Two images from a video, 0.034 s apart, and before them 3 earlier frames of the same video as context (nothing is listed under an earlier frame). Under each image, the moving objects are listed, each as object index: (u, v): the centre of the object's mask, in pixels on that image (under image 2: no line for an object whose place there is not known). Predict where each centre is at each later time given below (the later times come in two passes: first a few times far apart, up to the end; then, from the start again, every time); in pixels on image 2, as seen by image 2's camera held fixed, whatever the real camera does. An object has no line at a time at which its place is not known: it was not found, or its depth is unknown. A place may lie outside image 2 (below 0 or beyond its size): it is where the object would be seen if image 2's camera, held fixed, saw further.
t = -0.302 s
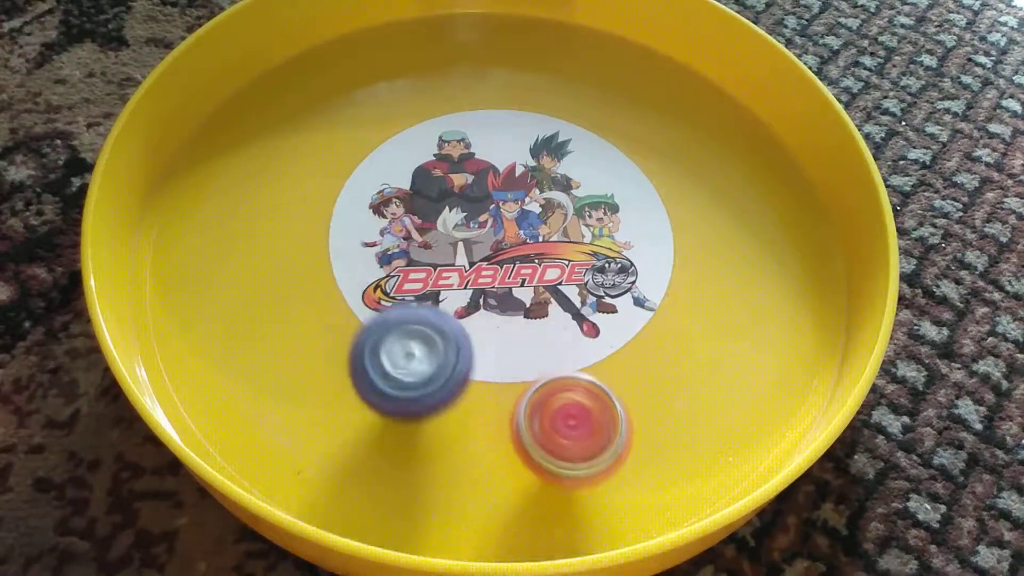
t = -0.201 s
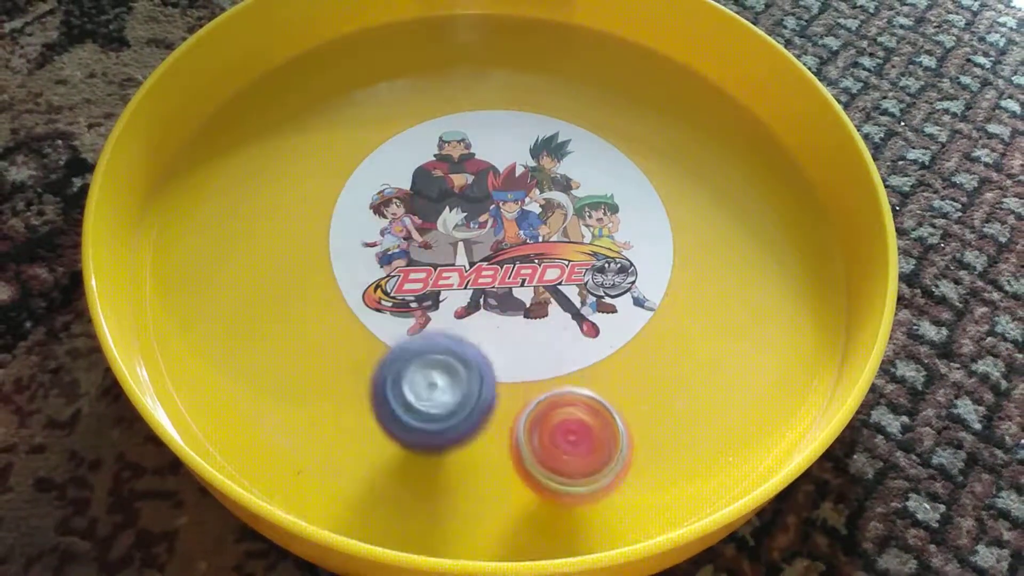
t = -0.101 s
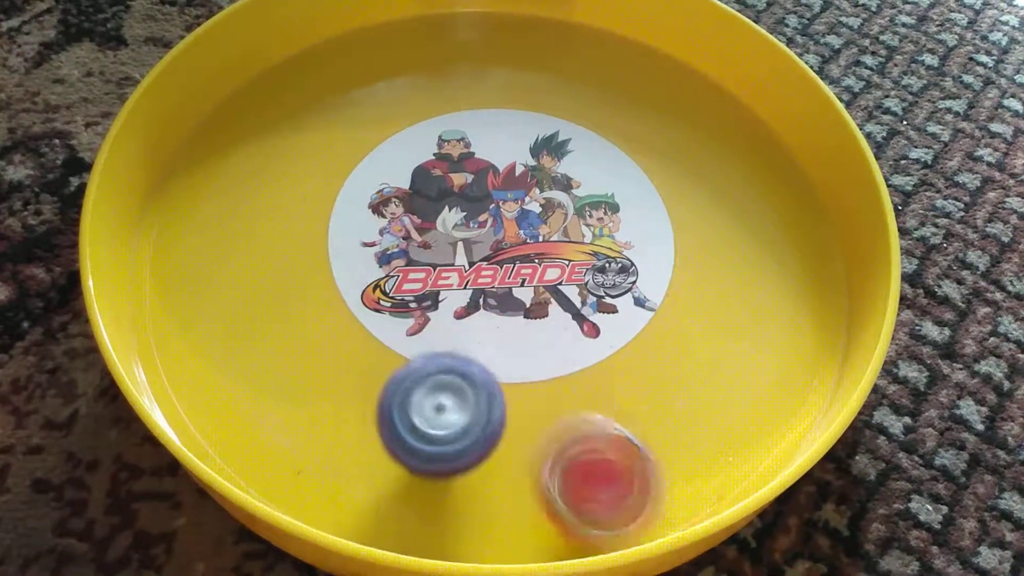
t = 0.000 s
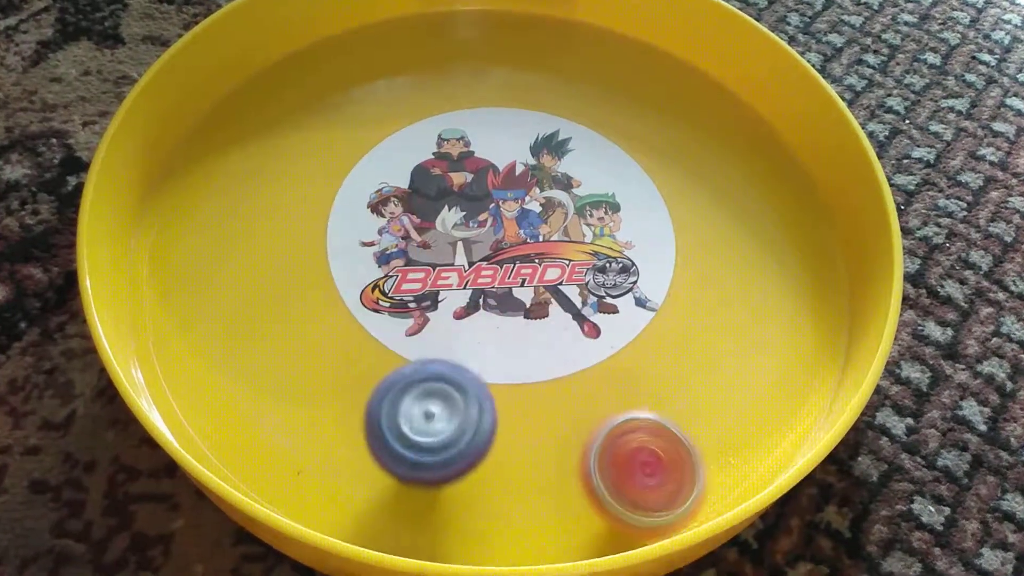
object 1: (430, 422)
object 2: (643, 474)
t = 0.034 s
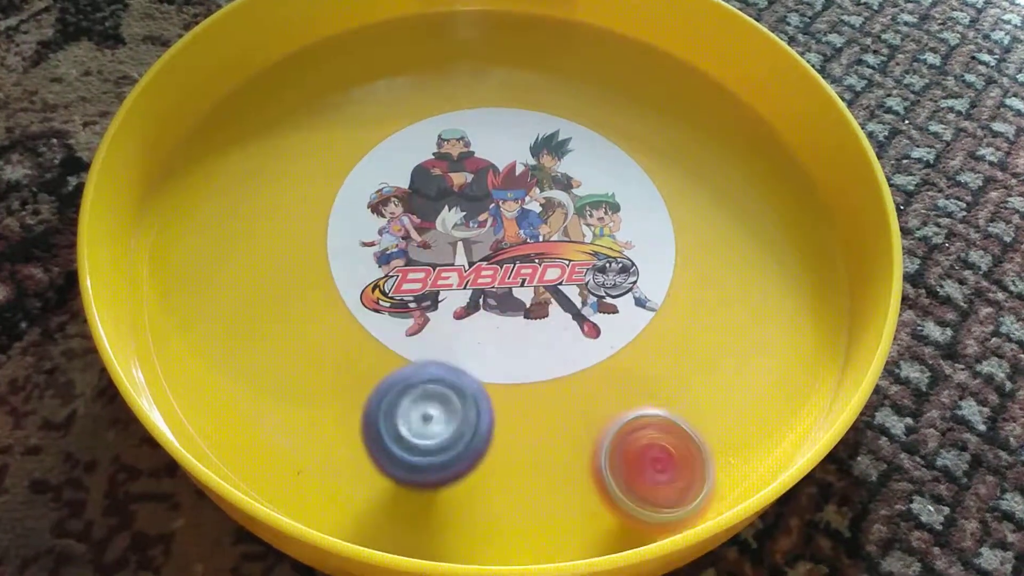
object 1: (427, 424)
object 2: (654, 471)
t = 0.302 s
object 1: (400, 451)
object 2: (724, 431)
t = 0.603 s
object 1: (391, 447)
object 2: (773, 381)
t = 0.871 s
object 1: (444, 323)
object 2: (797, 340)
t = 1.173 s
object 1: (468, 213)
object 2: (808, 305)
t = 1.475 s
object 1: (457, 131)
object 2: (805, 279)
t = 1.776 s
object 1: (423, 87)
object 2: (793, 261)
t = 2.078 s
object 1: (391, 71)
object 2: (786, 253)
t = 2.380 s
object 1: (364, 70)
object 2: (784, 265)
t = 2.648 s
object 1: (339, 77)
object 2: (787, 285)
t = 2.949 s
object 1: (302, 97)
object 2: (787, 315)
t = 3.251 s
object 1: (264, 138)
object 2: (785, 348)
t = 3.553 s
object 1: (229, 206)
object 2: (772, 379)
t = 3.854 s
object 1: (232, 305)
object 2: (743, 400)
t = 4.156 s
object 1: (285, 416)
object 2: (704, 410)
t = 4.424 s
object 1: (404, 452)
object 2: (666, 409)
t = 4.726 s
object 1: (536, 436)
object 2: (658, 390)
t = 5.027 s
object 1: (616, 436)
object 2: (715, 379)
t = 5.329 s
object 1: (491, 491)
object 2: (806, 287)
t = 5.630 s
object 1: (340, 459)
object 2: (814, 237)
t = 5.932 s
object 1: (277, 357)
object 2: (807, 203)
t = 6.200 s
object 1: (252, 276)
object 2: (797, 185)
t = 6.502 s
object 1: (241, 206)
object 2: (795, 172)
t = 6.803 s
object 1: (239, 151)
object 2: (782, 162)
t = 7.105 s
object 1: (228, 119)
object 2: (780, 158)
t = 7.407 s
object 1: (227, 107)
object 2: (782, 160)
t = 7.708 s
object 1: (290, 140)
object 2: (785, 168)
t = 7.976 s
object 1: (340, 190)
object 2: (784, 181)
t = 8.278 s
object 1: (391, 270)
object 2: (781, 200)
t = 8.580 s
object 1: (429, 371)
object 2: (773, 224)
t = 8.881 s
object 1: (433, 493)
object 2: (755, 245)
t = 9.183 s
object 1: (473, 445)
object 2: (722, 254)
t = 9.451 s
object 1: (512, 423)
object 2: (687, 253)
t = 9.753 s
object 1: (561, 408)
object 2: (655, 243)
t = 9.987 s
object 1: (601, 405)
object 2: (632, 231)
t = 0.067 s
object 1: (424, 428)
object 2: (665, 469)
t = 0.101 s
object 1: (421, 430)
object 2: (676, 467)
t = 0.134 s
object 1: (417, 433)
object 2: (685, 459)
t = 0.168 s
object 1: (414, 436)
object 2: (691, 451)
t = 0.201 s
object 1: (411, 440)
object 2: (698, 443)
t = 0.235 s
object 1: (407, 443)
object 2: (706, 438)
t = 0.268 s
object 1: (403, 446)
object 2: (714, 434)
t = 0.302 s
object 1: (400, 451)
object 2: (724, 431)
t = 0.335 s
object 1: (396, 456)
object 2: (732, 428)
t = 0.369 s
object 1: (393, 460)
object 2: (740, 425)
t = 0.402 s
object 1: (390, 465)
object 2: (746, 419)
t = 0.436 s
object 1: (386, 470)
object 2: (750, 413)
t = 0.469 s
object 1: (381, 475)
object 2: (756, 407)
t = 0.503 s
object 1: (378, 479)
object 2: (761, 400)
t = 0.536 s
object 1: (375, 482)
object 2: (764, 392)
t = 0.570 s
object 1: (384, 466)
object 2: (769, 386)
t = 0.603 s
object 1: (391, 447)
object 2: (773, 381)
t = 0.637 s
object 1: (399, 429)
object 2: (779, 376)
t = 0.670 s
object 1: (407, 412)
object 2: (783, 371)
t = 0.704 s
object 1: (414, 396)
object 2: (786, 366)
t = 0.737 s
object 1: (421, 380)
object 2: (787, 360)
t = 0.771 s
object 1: (427, 366)
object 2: (789, 354)
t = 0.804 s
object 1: (434, 350)
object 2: (792, 348)
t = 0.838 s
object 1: (439, 336)
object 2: (794, 344)
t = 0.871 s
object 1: (444, 323)
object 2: (797, 340)
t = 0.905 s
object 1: (448, 310)
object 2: (800, 336)
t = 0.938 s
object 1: (453, 297)
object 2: (802, 333)
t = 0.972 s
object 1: (456, 284)
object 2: (805, 329)
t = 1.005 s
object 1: (459, 272)
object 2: (807, 326)
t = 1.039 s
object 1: (463, 259)
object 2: (806, 320)
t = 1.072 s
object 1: (464, 246)
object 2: (806, 315)
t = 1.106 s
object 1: (465, 235)
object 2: (806, 311)
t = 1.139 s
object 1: (467, 224)
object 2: (807, 308)
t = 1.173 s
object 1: (468, 213)
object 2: (808, 305)
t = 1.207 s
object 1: (468, 203)
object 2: (809, 302)
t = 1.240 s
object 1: (469, 194)
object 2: (810, 300)
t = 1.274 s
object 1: (468, 183)
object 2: (811, 297)
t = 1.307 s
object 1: (468, 172)
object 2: (812, 295)
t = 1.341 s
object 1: (466, 164)
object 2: (814, 293)
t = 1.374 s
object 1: (465, 154)
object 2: (812, 289)
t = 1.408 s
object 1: (463, 146)
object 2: (809, 285)
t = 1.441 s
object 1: (460, 137)
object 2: (806, 282)
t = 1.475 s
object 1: (457, 131)
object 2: (805, 279)
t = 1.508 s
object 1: (454, 125)
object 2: (803, 277)
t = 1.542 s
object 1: (450, 118)
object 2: (802, 274)
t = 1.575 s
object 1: (446, 111)
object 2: (800, 272)
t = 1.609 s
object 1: (443, 107)
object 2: (799, 270)
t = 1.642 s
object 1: (439, 102)
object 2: (798, 268)
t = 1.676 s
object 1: (435, 97)
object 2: (796, 266)
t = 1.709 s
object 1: (431, 94)
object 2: (796, 264)
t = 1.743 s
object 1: (427, 90)
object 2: (795, 263)
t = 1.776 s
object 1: (423, 87)
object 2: (793, 261)
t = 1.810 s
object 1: (419, 84)
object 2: (792, 259)
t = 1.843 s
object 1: (417, 81)
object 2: (791, 258)
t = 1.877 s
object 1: (413, 79)
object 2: (790, 256)
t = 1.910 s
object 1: (409, 77)
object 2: (789, 255)
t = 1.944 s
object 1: (405, 75)
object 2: (788, 254)
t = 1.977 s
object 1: (401, 74)
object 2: (788, 254)
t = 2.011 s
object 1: (397, 73)
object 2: (787, 254)
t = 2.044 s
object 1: (394, 72)
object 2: (786, 253)
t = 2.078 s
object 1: (391, 71)
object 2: (786, 253)
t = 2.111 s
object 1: (388, 71)
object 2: (786, 254)
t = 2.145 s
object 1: (385, 70)
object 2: (785, 254)
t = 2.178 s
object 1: (382, 70)
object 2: (785, 255)
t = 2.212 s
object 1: (379, 69)
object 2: (784, 256)
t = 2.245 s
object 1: (376, 70)
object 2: (784, 257)
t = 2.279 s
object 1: (373, 70)
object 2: (783, 259)
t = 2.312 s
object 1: (370, 70)
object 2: (784, 260)
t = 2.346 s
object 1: (367, 70)
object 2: (784, 262)
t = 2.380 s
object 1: (364, 70)
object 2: (784, 265)
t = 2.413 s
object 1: (361, 71)
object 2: (784, 267)
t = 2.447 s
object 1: (358, 71)
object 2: (784, 269)
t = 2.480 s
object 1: (355, 72)
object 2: (785, 272)
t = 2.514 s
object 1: (352, 72)
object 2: (785, 275)
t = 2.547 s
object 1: (349, 73)
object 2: (785, 277)
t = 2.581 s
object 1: (346, 74)
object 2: (786, 279)
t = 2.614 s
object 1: (343, 75)
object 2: (786, 282)
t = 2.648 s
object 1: (339, 77)
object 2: (787, 285)
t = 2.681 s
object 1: (336, 78)
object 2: (787, 289)
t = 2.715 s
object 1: (332, 80)
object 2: (787, 292)
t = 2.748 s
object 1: (328, 81)
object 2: (787, 296)
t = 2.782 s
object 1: (324, 84)
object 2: (787, 299)
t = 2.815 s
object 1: (319, 86)
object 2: (787, 301)
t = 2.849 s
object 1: (315, 88)
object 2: (787, 305)
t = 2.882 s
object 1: (311, 91)
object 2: (787, 307)
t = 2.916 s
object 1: (306, 94)
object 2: (787, 311)
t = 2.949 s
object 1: (302, 97)
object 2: (787, 315)
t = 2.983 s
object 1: (297, 101)
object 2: (787, 319)
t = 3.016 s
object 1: (293, 105)
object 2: (787, 323)
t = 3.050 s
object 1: (289, 108)
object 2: (787, 327)
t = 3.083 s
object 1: (284, 113)
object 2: (787, 331)
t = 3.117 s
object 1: (280, 117)
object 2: (787, 334)
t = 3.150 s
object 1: (276, 122)
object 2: (787, 338)
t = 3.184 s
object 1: (272, 127)
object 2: (787, 341)
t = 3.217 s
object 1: (268, 133)
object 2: (786, 344)
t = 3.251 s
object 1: (264, 138)
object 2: (785, 348)
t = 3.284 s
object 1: (260, 144)
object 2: (784, 352)
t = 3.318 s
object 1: (255, 150)
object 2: (783, 356)
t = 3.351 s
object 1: (250, 158)
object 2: (782, 359)
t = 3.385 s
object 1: (247, 164)
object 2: (781, 363)
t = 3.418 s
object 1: (243, 171)
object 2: (780, 366)
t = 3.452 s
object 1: (239, 179)
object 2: (778, 369)
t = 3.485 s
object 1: (235, 187)
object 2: (777, 372)
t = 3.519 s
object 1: (232, 197)
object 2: (774, 375)
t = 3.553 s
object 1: (229, 206)
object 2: (772, 379)
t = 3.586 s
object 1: (227, 217)
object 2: (769, 382)
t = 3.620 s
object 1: (225, 227)
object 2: (766, 385)
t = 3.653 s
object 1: (224, 237)
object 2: (763, 388)
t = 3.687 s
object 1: (223, 248)
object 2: (761, 390)
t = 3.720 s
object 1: (223, 259)
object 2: (758, 392)
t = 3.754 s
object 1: (224, 271)
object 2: (754, 394)
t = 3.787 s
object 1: (226, 282)
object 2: (750, 396)
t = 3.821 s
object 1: (229, 293)
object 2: (747, 398)
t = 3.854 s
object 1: (232, 305)
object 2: (743, 400)
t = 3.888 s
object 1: (235, 317)
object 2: (739, 402)
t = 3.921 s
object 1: (239, 329)
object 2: (735, 404)
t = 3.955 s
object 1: (244, 340)
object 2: (732, 405)
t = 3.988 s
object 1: (250, 353)
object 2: (727, 406)
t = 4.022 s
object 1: (256, 366)
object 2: (722, 407)
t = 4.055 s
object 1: (262, 378)
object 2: (718, 408)
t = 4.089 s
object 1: (269, 390)
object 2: (713, 409)
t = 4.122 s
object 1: (277, 403)
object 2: (709, 409)
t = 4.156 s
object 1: (285, 416)
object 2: (704, 410)
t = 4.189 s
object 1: (294, 428)
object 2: (700, 410)
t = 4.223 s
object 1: (303, 441)
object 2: (694, 410)
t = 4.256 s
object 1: (313, 453)
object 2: (690, 410)
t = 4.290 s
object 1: (329, 460)
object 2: (684, 410)
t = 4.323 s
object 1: (348, 458)
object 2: (680, 410)
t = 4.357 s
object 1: (367, 456)
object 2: (675, 410)
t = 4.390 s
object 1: (386, 454)
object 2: (671, 410)
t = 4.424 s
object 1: (404, 452)
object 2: (666, 409)
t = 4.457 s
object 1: (422, 450)
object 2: (661, 408)
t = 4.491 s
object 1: (440, 448)
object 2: (656, 407)
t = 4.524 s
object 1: (458, 445)
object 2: (651, 406)
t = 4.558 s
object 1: (475, 443)
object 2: (647, 405)
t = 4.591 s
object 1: (492, 441)
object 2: (643, 404)
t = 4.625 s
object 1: (508, 439)
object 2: (639, 403)
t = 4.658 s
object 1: (521, 438)
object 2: (639, 400)
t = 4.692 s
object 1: (528, 438)
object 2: (650, 395)
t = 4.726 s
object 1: (536, 436)
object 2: (658, 390)
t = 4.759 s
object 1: (546, 435)
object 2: (665, 388)
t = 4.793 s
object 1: (554, 435)
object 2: (671, 385)
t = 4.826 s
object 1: (563, 434)
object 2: (678, 384)
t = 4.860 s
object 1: (572, 434)
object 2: (684, 382)
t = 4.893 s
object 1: (581, 434)
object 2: (691, 380)
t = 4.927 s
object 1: (590, 434)
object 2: (698, 379)
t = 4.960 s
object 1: (598, 434)
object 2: (703, 379)
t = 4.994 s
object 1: (607, 435)
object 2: (709, 379)
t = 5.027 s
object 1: (616, 436)
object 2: (715, 379)
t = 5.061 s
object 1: (622, 437)
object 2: (722, 378)
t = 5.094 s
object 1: (606, 445)
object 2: (762, 368)
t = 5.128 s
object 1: (588, 457)
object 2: (791, 356)
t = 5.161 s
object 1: (573, 467)
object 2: (797, 338)
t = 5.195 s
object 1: (557, 478)
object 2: (804, 324)
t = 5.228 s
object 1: (542, 490)
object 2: (809, 314)
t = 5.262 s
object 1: (525, 499)
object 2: (806, 304)
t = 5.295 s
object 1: (508, 495)
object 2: (805, 294)
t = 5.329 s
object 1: (491, 491)
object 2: (806, 287)
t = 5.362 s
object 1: (472, 486)
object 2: (809, 280)
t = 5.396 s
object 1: (455, 481)
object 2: (813, 275)
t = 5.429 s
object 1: (438, 477)
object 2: (816, 270)
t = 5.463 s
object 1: (421, 474)
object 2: (815, 263)
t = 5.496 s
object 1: (405, 471)
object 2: (815, 257)
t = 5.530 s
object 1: (389, 468)
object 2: (815, 252)
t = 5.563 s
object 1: (374, 465)
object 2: (816, 247)
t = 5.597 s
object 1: (357, 461)
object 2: (814, 241)
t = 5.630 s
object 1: (340, 459)
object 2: (814, 237)
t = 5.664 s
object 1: (323, 457)
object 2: (814, 232)
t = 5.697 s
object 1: (307, 453)
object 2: (812, 227)
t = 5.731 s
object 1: (302, 437)
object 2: (811, 223)
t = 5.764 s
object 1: (298, 422)
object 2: (811, 220)
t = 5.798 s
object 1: (293, 409)
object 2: (811, 217)
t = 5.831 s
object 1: (289, 396)
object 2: (809, 213)
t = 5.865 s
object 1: (285, 382)
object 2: (808, 210)
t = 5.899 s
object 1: (281, 370)
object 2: (807, 206)
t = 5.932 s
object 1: (277, 357)
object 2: (807, 203)
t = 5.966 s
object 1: (273, 346)
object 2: (806, 200)
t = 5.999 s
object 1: (270, 335)
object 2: (804, 197)
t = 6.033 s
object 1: (266, 324)
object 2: (803, 194)
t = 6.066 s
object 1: (263, 313)
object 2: (803, 193)
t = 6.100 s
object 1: (259, 303)
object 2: (803, 190)
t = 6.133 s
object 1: (257, 294)
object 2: (800, 188)
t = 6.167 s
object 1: (255, 284)
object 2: (798, 187)
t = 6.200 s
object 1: (252, 276)
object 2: (797, 185)
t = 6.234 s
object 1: (250, 267)
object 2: (796, 183)
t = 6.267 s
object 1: (248, 260)
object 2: (795, 181)
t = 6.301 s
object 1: (247, 251)
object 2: (794, 180)
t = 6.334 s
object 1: (245, 242)
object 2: (794, 179)
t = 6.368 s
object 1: (244, 234)
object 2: (794, 177)
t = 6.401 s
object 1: (243, 228)
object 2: (794, 176)
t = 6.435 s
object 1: (242, 220)
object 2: (795, 174)
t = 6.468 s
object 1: (242, 213)
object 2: (795, 173)
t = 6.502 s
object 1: (241, 206)
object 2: (795, 172)
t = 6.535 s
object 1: (241, 200)
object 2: (793, 170)
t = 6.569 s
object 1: (241, 194)
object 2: (791, 168)
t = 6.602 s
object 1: (241, 187)
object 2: (789, 168)
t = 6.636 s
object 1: (241, 181)
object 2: (788, 166)
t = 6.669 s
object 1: (241, 175)
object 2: (787, 166)
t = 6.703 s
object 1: (241, 169)
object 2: (785, 165)
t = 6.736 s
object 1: (241, 163)
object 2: (784, 164)
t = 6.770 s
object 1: (241, 157)
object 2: (783, 163)
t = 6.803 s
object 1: (239, 151)
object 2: (782, 162)
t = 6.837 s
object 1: (239, 146)
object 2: (781, 161)
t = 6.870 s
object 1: (237, 141)
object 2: (781, 160)
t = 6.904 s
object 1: (236, 138)
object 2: (780, 159)
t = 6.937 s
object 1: (235, 134)
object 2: (780, 159)
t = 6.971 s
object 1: (234, 130)
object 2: (780, 159)
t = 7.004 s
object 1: (232, 127)
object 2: (780, 158)
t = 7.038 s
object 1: (231, 125)
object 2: (780, 158)
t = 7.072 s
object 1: (229, 122)
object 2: (780, 158)
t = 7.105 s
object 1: (228, 119)
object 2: (780, 158)
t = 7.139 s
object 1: (227, 117)
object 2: (780, 158)
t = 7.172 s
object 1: (227, 115)
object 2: (780, 158)
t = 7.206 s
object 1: (226, 113)
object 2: (781, 158)
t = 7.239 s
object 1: (225, 111)
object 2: (781, 158)
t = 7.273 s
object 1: (223, 109)
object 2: (781, 158)
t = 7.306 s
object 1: (223, 108)
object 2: (781, 158)
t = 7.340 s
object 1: (222, 107)
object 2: (782, 159)
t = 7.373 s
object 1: (221, 106)
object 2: (782, 159)
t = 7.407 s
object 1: (227, 107)
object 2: (782, 160)
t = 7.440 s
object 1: (235, 110)
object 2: (783, 160)
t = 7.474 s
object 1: (243, 113)
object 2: (784, 161)
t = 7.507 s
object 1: (250, 116)
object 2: (784, 162)
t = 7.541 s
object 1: (257, 120)
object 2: (784, 163)
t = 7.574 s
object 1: (264, 123)
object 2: (785, 164)
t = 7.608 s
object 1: (270, 127)
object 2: (785, 165)
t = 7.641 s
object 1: (277, 131)
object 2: (785, 166)
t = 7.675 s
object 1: (284, 136)
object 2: (785, 167)
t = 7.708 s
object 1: (290, 140)
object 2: (785, 168)
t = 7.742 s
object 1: (296, 145)
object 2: (785, 169)
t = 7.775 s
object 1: (303, 152)
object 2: (785, 171)
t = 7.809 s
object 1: (309, 157)
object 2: (785, 172)
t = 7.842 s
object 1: (315, 163)
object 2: (784, 174)
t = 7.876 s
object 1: (322, 169)
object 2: (784, 175)
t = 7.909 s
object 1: (327, 175)
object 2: (785, 177)
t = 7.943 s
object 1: (334, 181)
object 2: (784, 179)
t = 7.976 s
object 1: (340, 190)
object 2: (784, 181)
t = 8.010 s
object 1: (346, 197)
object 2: (784, 182)
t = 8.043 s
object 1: (352, 205)
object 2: (783, 184)
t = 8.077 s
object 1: (357, 213)
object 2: (783, 187)
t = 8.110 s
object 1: (364, 223)
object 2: (783, 188)
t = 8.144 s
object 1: (370, 232)
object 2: (782, 190)
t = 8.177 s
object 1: (375, 241)
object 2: (782, 193)
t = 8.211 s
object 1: (381, 251)
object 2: (781, 195)
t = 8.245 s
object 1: (387, 261)
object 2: (781, 198)
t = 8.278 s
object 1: (391, 270)
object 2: (781, 200)
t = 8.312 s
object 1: (396, 281)
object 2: (780, 202)
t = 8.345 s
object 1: (402, 292)
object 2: (780, 206)
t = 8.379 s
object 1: (405, 302)
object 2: (780, 208)
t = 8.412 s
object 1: (411, 314)
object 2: (778, 211)
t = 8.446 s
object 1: (416, 324)
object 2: (778, 214)
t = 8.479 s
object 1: (420, 336)
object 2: (777, 216)
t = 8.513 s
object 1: (423, 349)
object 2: (776, 219)
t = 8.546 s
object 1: (426, 359)
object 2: (775, 222)
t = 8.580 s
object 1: (429, 371)
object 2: (773, 224)
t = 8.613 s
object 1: (432, 384)
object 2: (772, 227)
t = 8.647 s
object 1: (433, 396)
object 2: (771, 229)
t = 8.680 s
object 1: (435, 408)
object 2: (769, 232)
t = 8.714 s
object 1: (436, 422)
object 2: (768, 234)
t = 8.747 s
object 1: (437, 436)
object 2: (765, 236)
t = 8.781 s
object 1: (436, 451)
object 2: (763, 239)
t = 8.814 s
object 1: (437, 465)
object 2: (761, 240)
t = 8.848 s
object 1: (436, 479)
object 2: (758, 242)
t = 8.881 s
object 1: (433, 493)
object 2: (755, 245)
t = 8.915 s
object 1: (439, 489)
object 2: (752, 246)
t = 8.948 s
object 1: (445, 477)
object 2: (749, 247)
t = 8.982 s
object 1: (448, 472)
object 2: (746, 249)
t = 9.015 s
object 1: (453, 466)
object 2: (742, 250)
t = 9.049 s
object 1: (456, 462)
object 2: (738, 252)
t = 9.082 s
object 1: (461, 458)
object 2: (735, 252)
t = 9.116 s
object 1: (464, 452)
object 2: (730, 253)
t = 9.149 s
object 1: (469, 450)
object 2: (726, 254)
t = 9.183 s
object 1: (473, 445)
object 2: (722, 254)
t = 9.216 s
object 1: (476, 442)
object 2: (718, 255)
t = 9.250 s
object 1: (483, 438)
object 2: (714, 255)
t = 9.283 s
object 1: (486, 435)
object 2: (708, 255)
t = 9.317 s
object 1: (492, 433)
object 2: (705, 255)
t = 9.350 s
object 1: (496, 429)
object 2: (701, 254)
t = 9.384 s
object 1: (502, 428)
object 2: (696, 254)
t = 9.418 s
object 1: (508, 424)
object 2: (693, 254)
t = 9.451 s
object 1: (512, 423)
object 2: (687, 253)
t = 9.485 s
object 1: (519, 420)
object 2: (683, 253)
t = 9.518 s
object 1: (523, 418)
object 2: (680, 252)
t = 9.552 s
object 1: (530, 417)
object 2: (675, 251)
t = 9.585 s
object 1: (534, 415)
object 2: (672, 250)
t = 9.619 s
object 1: (540, 414)
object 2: (668, 249)
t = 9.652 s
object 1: (546, 411)
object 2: (666, 248)
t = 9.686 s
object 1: (550, 411)
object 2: (662, 246)
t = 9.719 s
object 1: (557, 409)
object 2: (657, 244)
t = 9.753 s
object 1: (561, 408)
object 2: (655, 243)
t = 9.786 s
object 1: (569, 407)
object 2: (651, 240)
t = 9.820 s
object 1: (573, 405)
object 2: (648, 240)
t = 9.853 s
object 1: (579, 406)
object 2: (644, 238)
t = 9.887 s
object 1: (585, 404)
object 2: (641, 235)
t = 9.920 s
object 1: (590, 406)
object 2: (638, 234)
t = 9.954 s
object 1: (596, 404)
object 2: (635, 232)
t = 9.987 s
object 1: (601, 405)
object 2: (632, 231)
